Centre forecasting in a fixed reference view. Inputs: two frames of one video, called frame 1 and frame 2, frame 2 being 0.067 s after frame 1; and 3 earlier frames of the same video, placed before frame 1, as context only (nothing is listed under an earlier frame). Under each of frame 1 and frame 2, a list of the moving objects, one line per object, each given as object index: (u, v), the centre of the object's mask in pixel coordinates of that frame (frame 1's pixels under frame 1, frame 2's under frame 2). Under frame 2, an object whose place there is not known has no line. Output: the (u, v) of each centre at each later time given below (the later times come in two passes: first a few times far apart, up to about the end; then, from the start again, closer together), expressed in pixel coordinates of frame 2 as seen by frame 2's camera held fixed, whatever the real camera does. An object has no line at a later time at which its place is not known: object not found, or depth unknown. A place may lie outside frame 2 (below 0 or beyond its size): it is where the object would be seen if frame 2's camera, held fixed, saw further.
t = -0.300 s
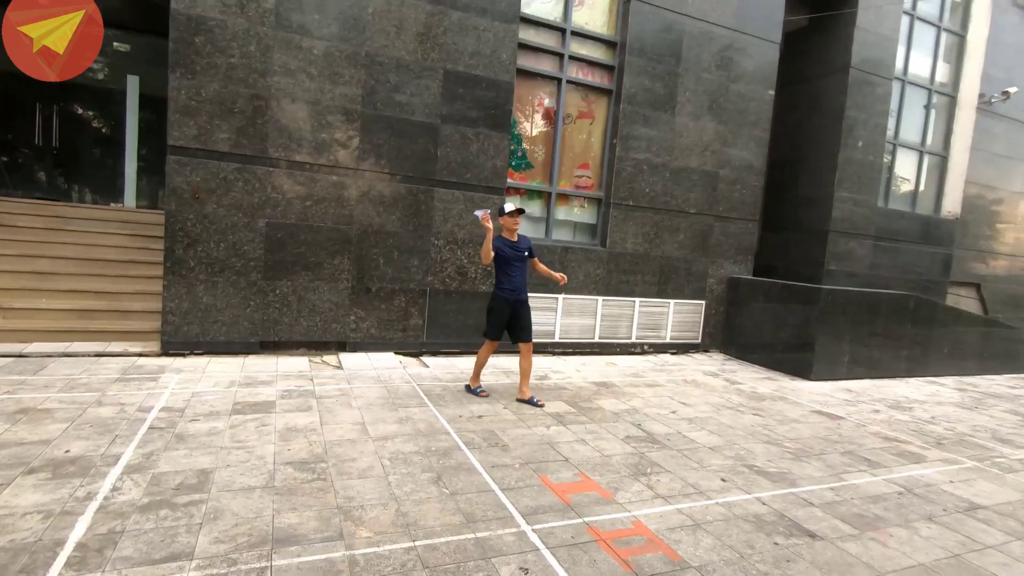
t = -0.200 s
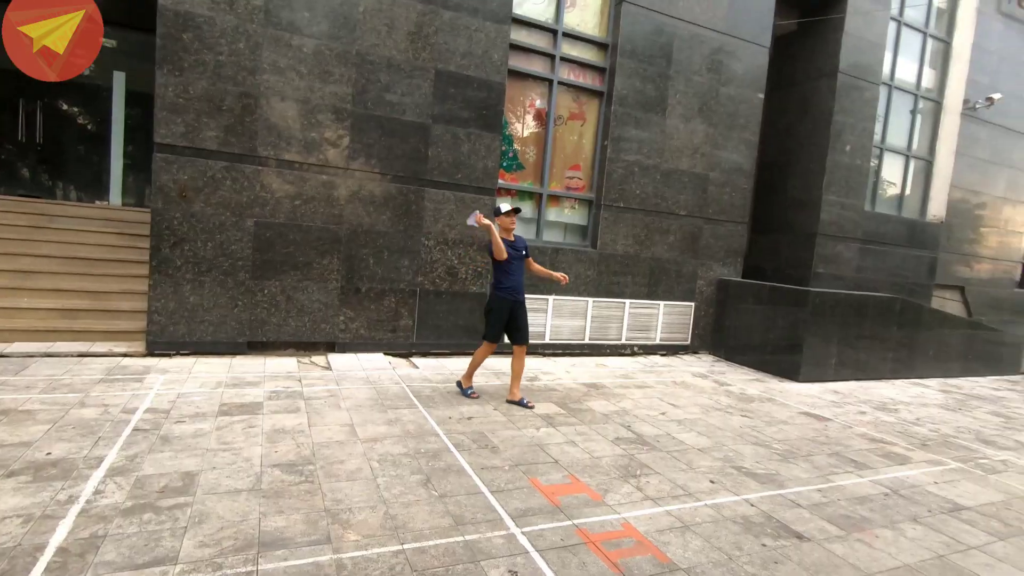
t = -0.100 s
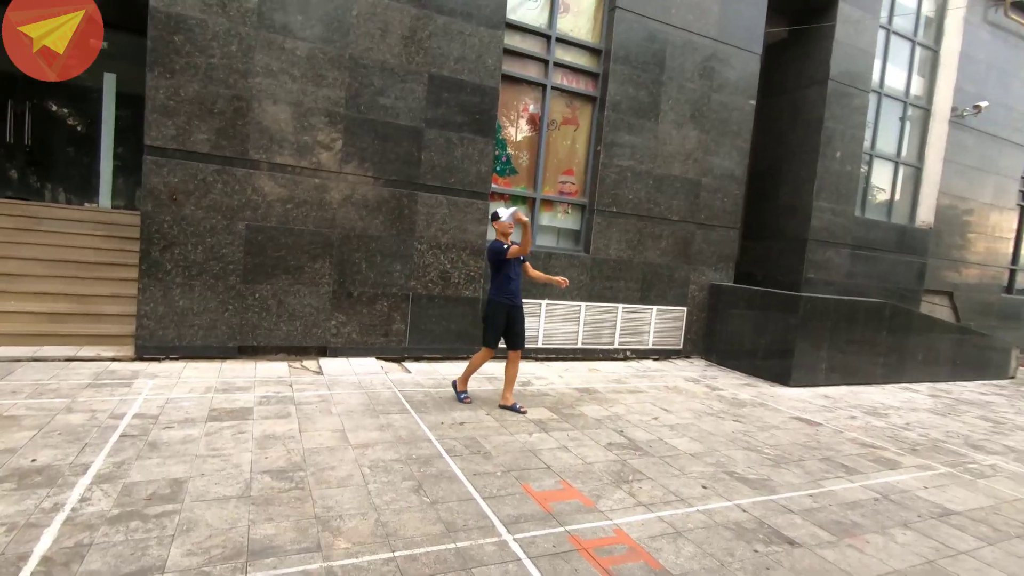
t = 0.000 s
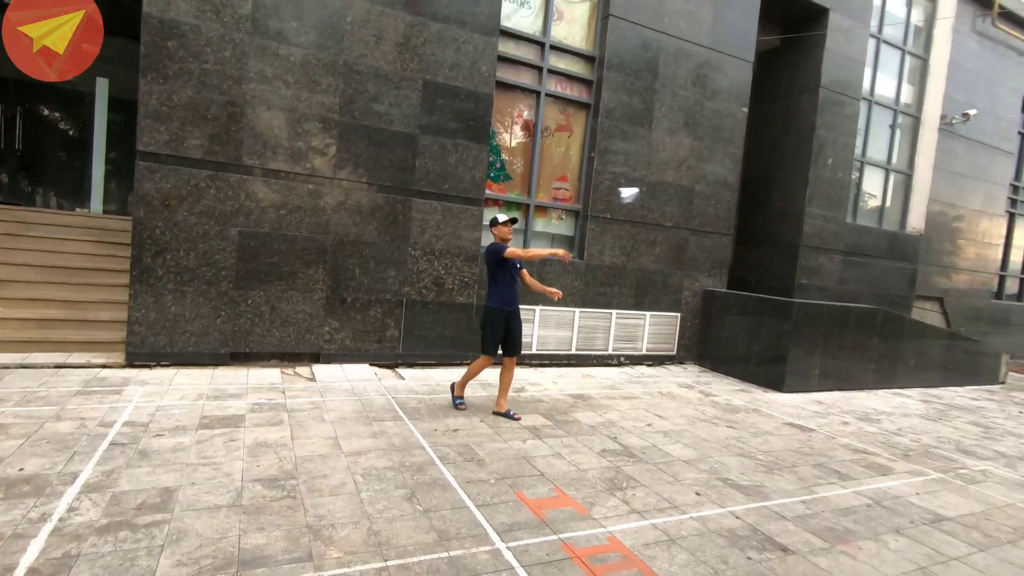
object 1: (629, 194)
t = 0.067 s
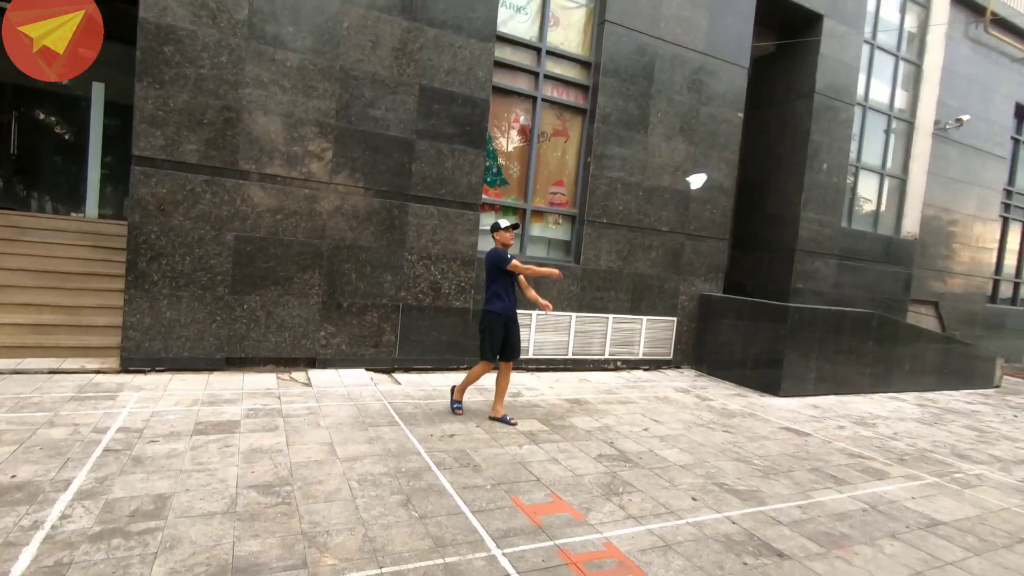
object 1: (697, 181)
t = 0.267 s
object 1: (837, 69)
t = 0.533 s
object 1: (879, -43)
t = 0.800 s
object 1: (784, -46)
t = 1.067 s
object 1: (630, 29)
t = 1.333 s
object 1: (536, 127)
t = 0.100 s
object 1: (728, 165)
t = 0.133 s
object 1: (756, 147)
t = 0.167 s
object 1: (781, 128)
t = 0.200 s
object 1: (803, 108)
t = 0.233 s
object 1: (822, 88)
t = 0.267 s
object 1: (837, 69)
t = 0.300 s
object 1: (851, 50)
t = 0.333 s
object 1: (863, 32)
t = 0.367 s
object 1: (873, 15)
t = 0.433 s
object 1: (885, -14)
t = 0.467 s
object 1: (885, -25)
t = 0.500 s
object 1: (882, -37)
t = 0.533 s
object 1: (879, -43)
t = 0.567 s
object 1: (874, -53)
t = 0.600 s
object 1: (866, -57)
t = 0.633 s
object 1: (857, -61)
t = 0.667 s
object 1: (846, -62)
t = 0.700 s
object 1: (832, -58)
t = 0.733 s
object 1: (818, -55)
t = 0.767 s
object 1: (802, -51)
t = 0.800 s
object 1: (784, -46)
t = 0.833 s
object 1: (765, -39)
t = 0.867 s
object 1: (746, -34)
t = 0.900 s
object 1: (726, -26)
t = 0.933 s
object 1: (706, -18)
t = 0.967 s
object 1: (687, -7)
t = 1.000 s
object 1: (667, 3)
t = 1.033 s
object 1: (648, 16)
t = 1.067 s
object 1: (630, 29)
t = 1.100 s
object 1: (613, 41)
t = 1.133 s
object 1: (598, 55)
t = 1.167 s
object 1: (584, 68)
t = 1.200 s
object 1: (571, 81)
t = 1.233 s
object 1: (560, 93)
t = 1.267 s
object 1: (550, 105)
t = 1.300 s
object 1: (543, 116)
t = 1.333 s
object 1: (536, 127)
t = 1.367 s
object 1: (531, 136)
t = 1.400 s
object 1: (527, 144)
